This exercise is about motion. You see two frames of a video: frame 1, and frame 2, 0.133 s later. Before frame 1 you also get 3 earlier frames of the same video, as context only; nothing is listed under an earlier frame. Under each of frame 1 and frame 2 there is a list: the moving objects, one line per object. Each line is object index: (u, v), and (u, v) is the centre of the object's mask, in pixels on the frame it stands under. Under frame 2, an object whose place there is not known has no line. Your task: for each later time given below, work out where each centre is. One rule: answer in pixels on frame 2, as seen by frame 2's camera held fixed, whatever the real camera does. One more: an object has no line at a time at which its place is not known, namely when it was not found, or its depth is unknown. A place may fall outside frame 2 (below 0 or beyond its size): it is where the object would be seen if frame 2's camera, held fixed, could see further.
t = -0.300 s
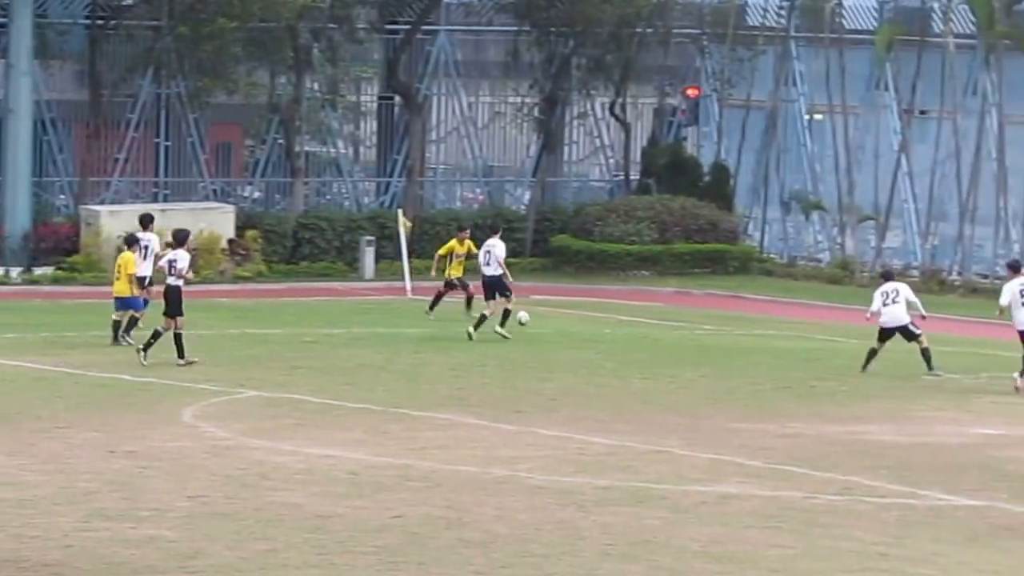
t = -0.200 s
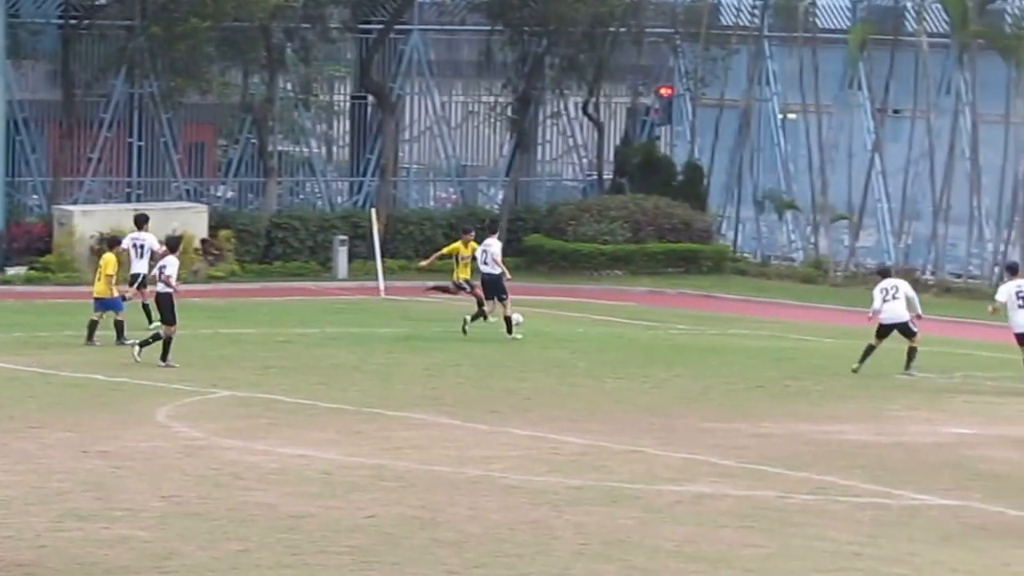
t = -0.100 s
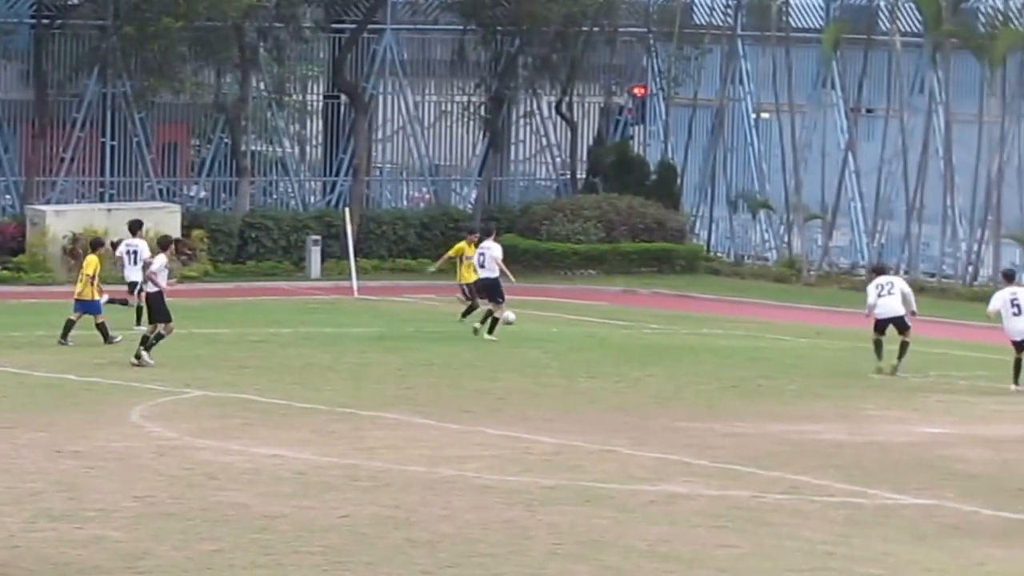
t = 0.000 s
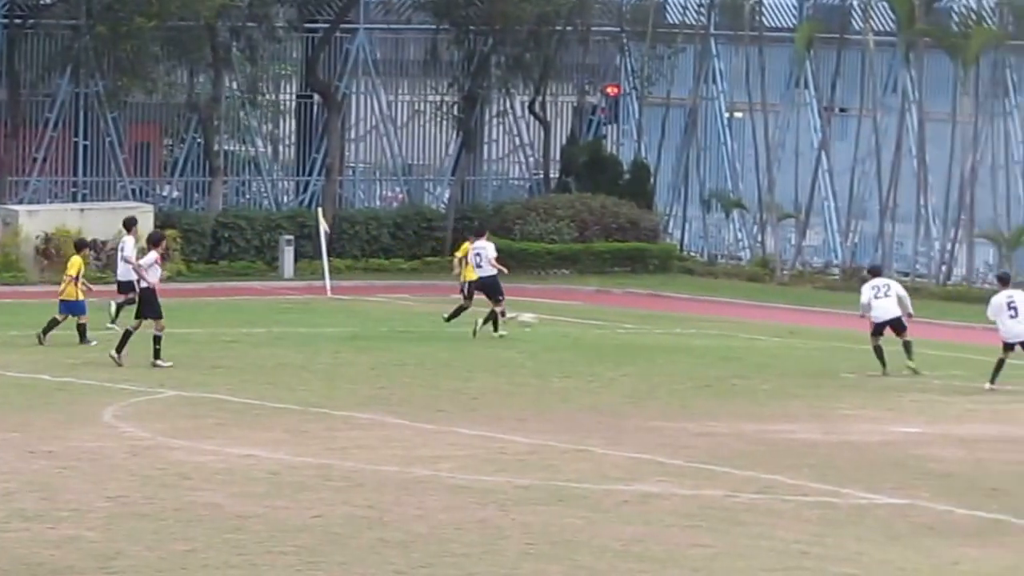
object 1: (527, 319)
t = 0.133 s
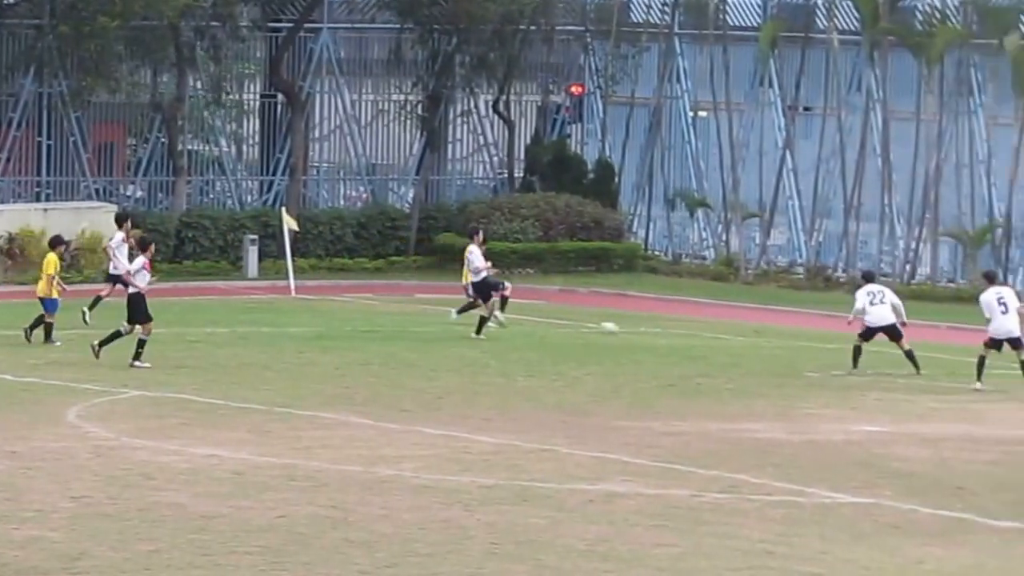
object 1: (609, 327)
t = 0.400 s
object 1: (824, 345)
